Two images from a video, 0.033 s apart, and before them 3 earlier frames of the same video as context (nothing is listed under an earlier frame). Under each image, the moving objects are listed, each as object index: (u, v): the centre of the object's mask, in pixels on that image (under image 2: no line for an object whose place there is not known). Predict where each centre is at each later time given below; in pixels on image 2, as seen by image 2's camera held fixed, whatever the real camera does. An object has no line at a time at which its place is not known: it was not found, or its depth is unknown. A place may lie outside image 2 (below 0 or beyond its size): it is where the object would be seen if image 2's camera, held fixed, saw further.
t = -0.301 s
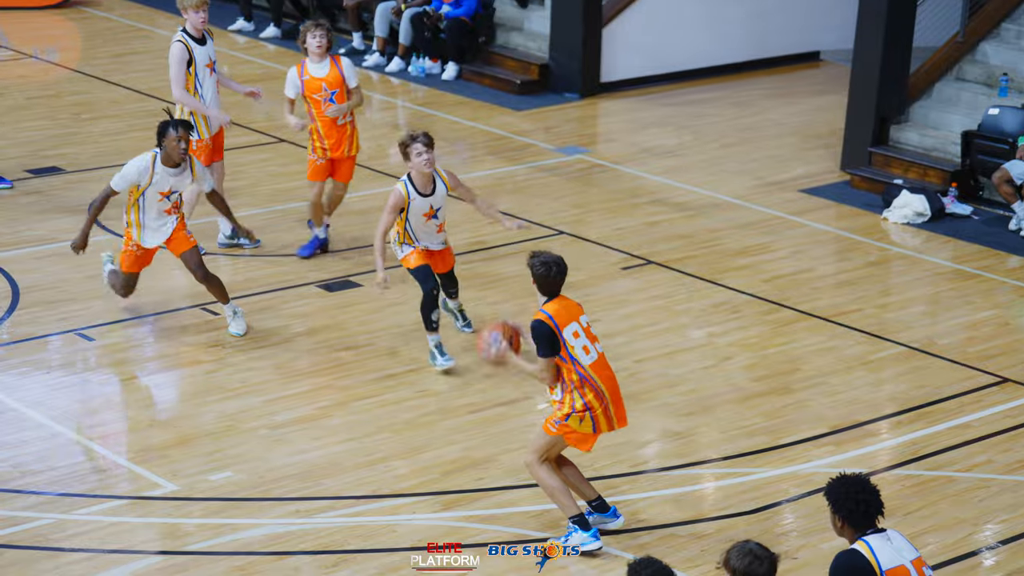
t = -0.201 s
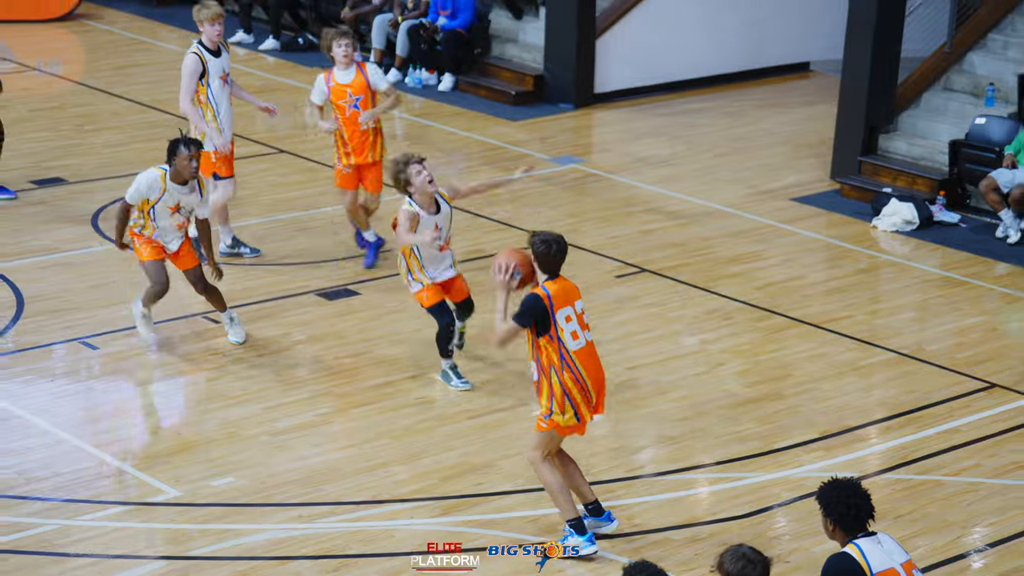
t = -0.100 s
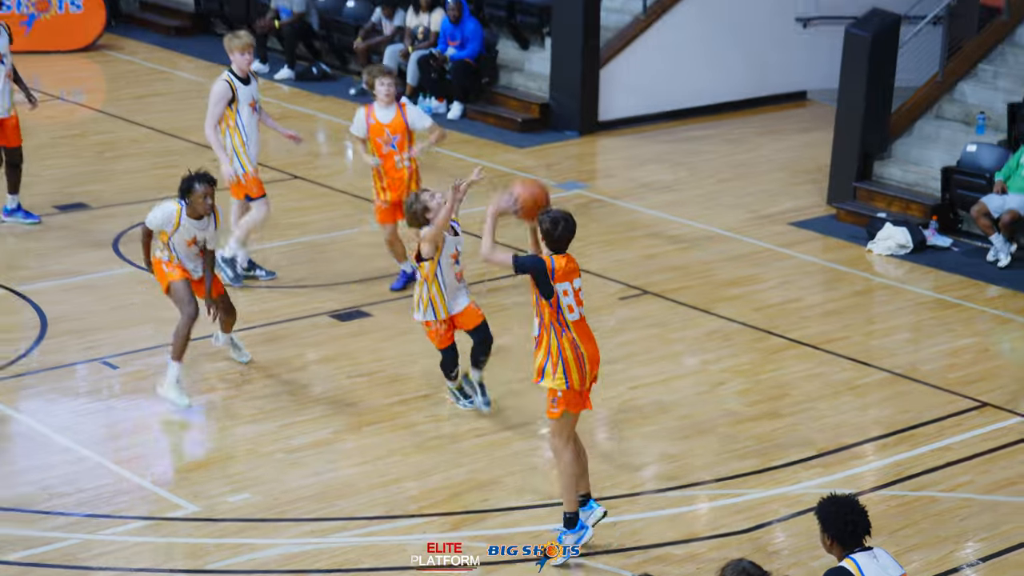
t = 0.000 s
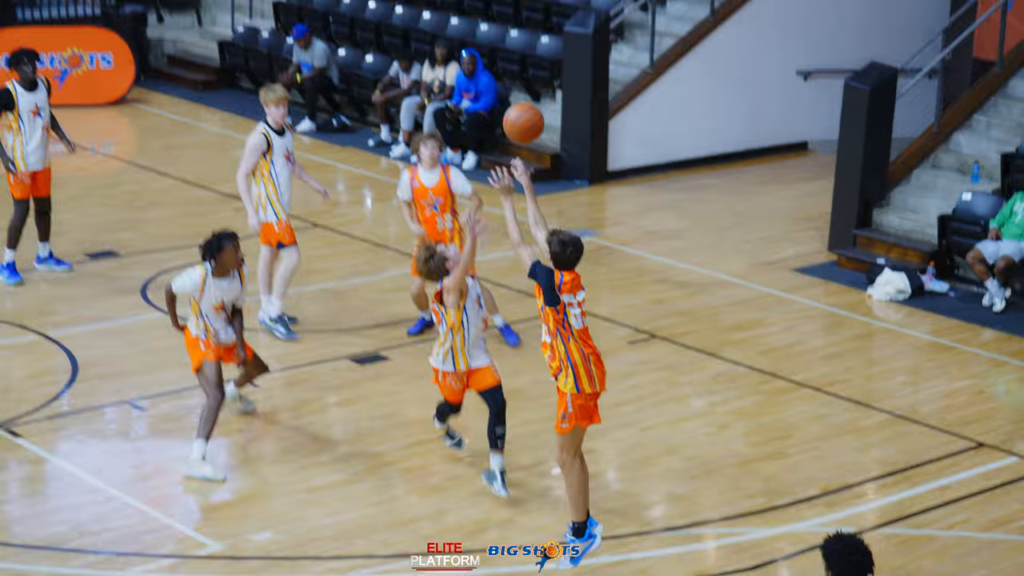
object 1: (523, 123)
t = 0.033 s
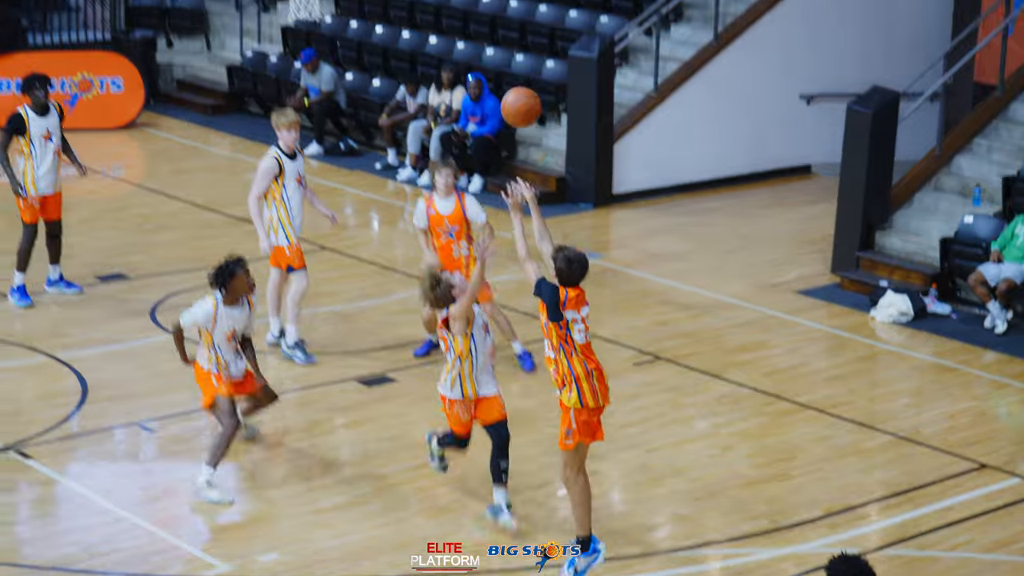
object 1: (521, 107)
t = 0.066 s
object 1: (511, 69)
